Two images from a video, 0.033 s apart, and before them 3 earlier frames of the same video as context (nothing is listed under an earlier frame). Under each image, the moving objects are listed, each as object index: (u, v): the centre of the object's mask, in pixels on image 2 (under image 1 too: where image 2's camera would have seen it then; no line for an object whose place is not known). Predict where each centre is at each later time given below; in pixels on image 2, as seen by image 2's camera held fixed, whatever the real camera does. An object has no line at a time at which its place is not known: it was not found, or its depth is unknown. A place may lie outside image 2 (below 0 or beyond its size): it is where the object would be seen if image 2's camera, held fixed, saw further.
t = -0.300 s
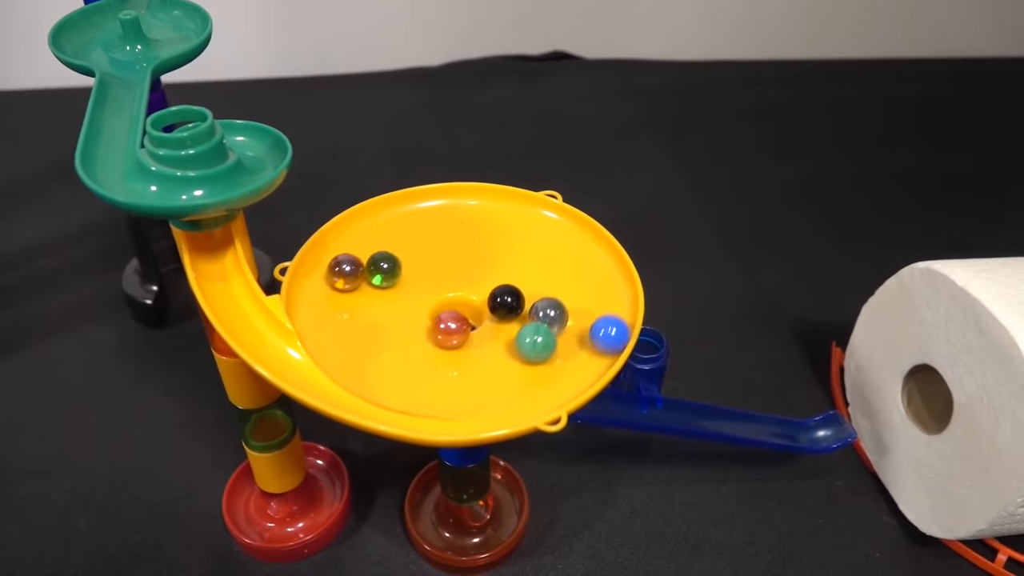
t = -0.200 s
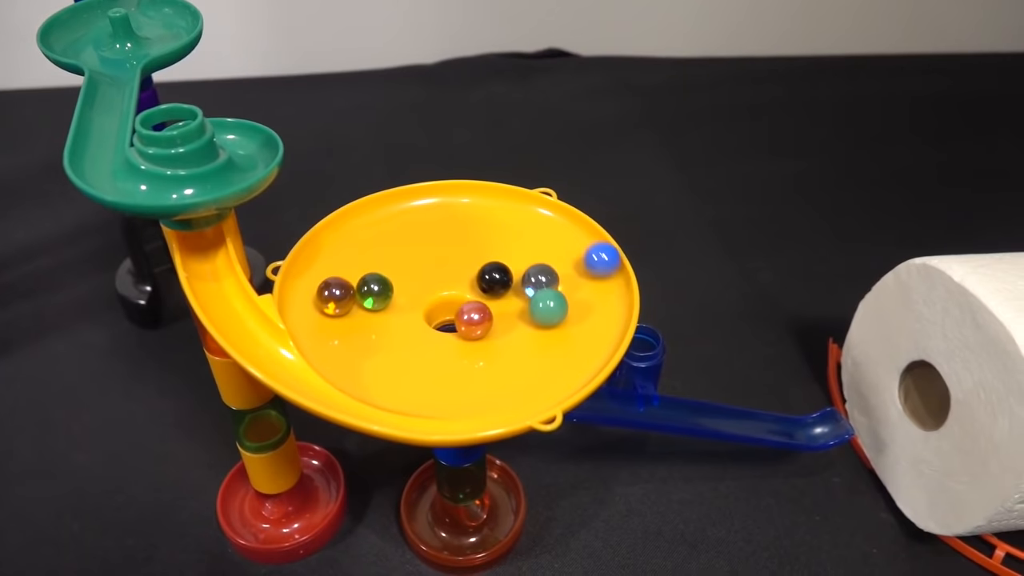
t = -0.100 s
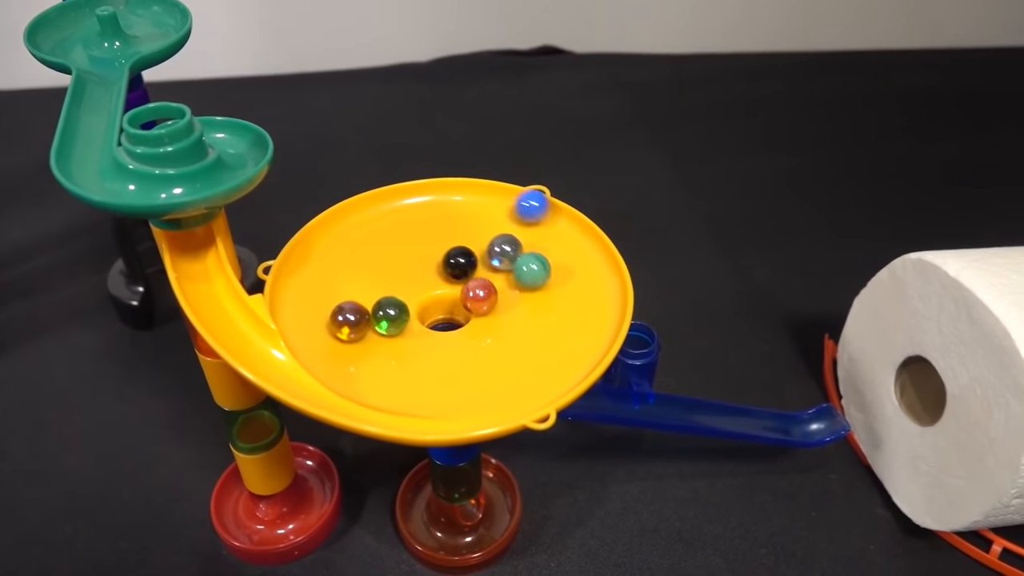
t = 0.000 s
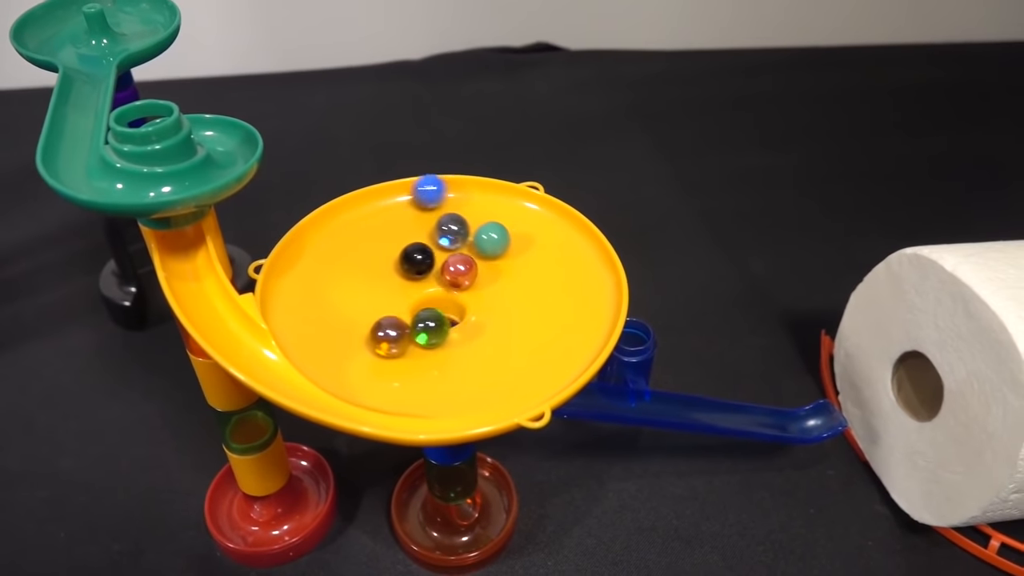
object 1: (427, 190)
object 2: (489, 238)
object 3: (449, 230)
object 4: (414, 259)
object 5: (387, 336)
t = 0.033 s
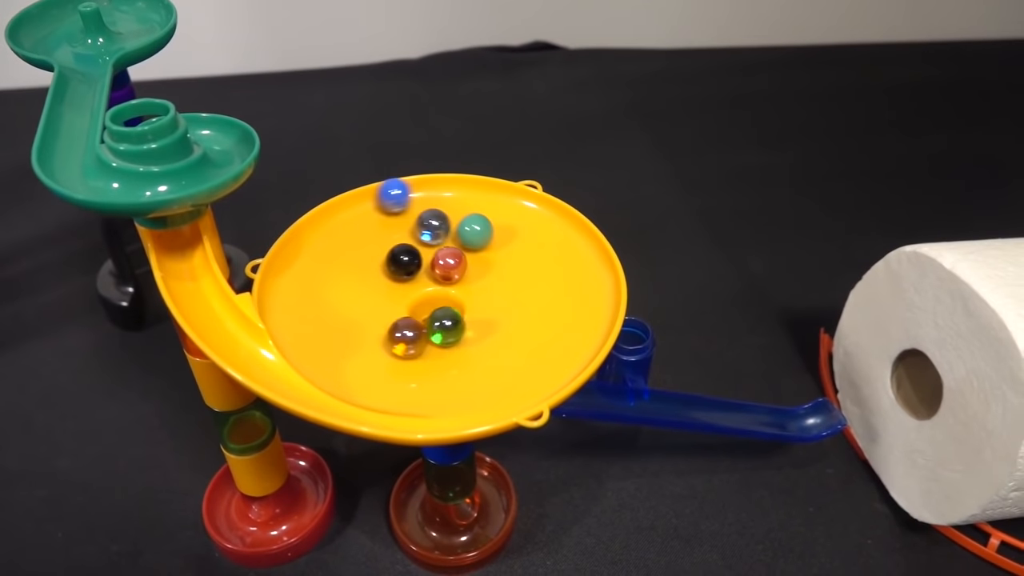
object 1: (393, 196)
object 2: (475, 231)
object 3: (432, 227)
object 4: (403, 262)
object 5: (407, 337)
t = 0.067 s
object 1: (361, 206)
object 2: (459, 226)
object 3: (415, 225)
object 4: (394, 265)
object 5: (426, 337)
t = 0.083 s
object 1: (346, 212)
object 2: (450, 224)
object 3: (407, 225)
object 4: (389, 268)
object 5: (435, 335)
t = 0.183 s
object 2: (400, 217)
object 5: (480, 321)
